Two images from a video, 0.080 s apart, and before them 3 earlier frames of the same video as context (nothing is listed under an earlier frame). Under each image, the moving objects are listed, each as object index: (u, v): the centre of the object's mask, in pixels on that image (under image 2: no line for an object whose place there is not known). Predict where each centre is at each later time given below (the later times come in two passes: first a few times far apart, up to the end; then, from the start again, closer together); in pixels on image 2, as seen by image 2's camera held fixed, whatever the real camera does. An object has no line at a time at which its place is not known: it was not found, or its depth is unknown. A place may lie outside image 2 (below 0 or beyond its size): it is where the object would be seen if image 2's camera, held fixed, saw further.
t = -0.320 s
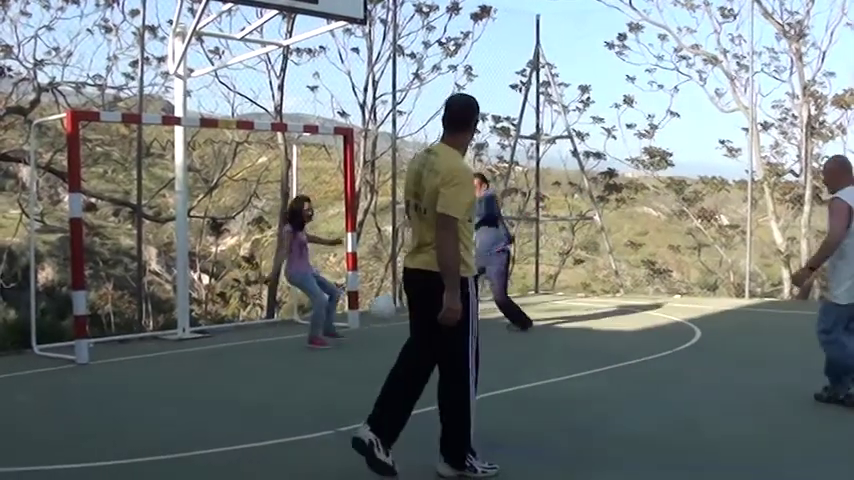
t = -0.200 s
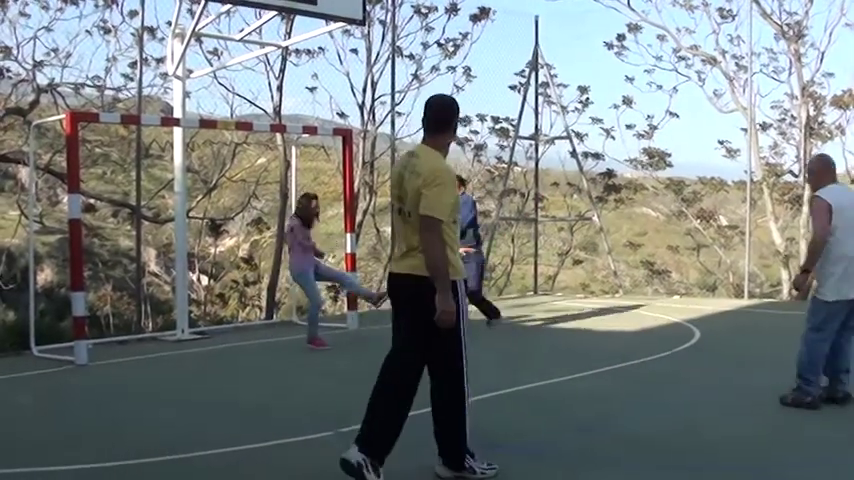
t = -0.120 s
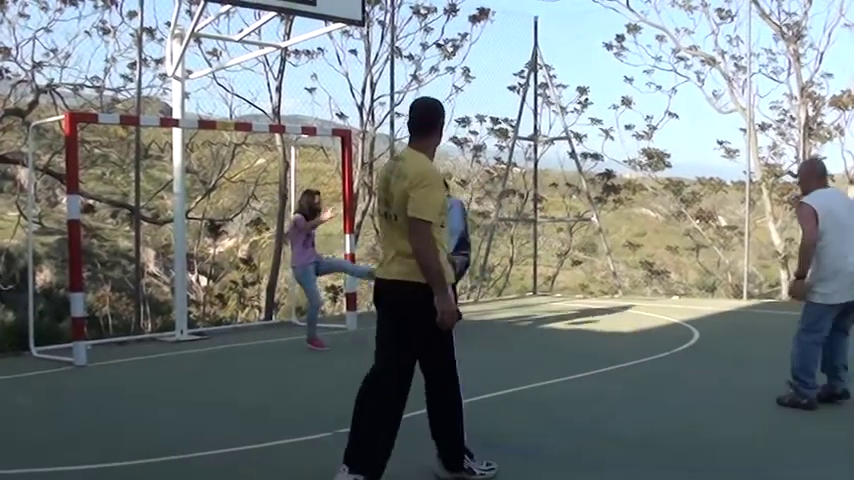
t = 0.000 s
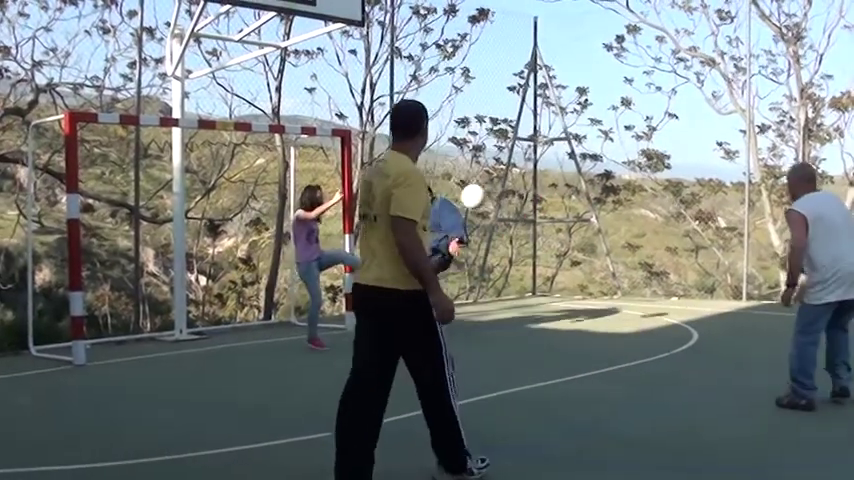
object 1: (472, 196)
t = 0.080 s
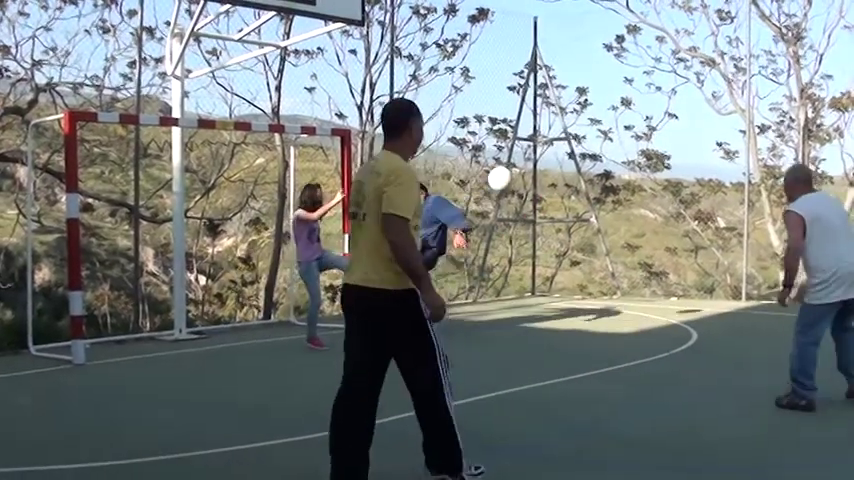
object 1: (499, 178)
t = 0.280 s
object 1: (563, 165)
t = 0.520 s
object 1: (638, 202)
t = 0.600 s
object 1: (659, 226)
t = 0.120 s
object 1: (512, 171)
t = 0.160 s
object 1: (524, 167)
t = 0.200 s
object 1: (539, 165)
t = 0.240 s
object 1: (552, 163)
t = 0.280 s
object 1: (563, 165)
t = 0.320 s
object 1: (576, 167)
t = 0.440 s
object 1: (612, 183)
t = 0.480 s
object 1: (624, 192)
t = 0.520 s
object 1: (638, 202)
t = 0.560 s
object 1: (648, 213)
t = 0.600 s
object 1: (659, 226)
